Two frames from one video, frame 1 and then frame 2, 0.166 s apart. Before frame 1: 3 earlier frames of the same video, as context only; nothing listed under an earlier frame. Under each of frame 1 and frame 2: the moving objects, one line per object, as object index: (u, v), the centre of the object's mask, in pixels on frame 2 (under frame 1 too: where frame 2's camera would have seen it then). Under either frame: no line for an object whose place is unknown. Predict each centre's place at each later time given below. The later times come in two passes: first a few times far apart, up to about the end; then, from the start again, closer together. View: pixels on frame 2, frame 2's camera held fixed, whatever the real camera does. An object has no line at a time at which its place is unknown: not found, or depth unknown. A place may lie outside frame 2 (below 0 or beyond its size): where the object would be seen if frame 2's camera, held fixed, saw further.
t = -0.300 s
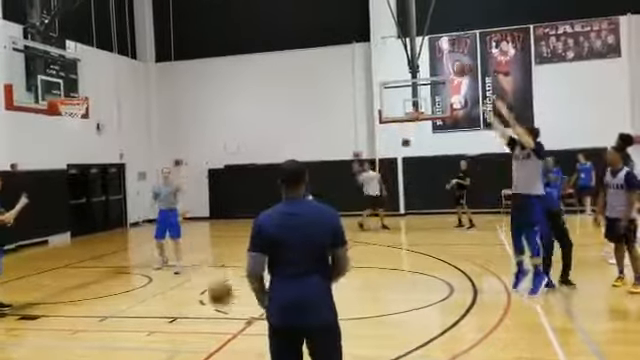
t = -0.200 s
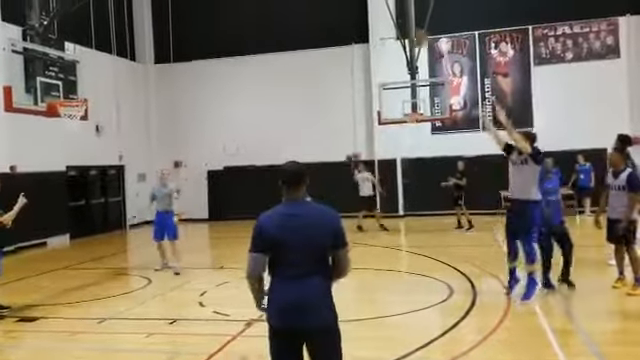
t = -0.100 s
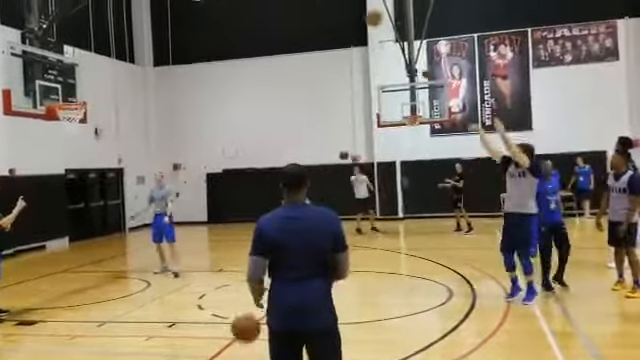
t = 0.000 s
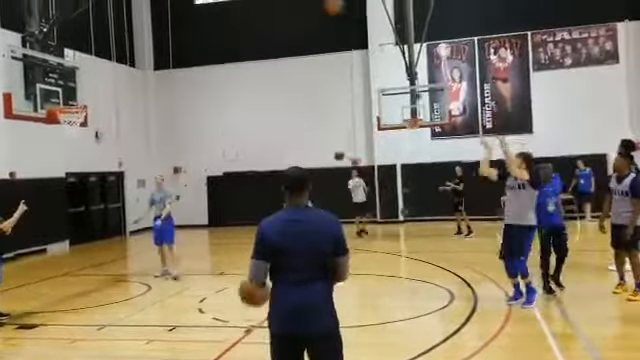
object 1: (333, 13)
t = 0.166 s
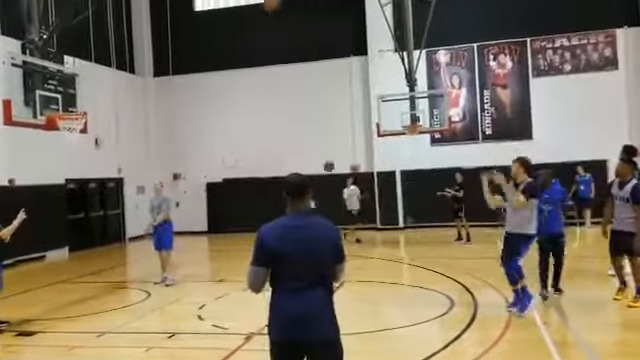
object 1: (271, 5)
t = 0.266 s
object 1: (234, 5)
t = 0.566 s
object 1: (136, 47)
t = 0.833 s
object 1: (76, 101)
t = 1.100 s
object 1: (62, 79)
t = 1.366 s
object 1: (63, 81)
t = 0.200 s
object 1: (258, 5)
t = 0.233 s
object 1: (246, 5)
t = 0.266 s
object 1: (234, 5)
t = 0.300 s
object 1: (223, 6)
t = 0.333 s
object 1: (212, 11)
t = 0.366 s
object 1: (200, 15)
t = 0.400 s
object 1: (191, 18)
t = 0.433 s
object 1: (179, 24)
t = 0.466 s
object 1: (169, 30)
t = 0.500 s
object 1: (158, 35)
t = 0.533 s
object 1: (149, 45)
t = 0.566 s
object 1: (136, 47)
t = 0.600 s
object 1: (128, 60)
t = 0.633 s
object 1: (116, 66)
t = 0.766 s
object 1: (82, 108)
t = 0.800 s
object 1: (78, 105)
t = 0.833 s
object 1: (76, 101)
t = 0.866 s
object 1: (75, 93)
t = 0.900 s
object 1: (71, 87)
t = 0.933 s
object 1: (70, 84)
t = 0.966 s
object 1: (67, 82)
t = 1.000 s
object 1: (66, 80)
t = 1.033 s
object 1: (64, 79)
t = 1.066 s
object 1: (62, 79)
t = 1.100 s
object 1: (62, 79)
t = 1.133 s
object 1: (62, 79)
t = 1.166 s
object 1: (61, 79)
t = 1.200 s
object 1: (61, 79)
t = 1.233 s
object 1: (61, 79)
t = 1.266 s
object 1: (62, 79)
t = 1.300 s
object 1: (62, 79)
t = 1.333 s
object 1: (63, 79)
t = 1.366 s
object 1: (63, 81)
